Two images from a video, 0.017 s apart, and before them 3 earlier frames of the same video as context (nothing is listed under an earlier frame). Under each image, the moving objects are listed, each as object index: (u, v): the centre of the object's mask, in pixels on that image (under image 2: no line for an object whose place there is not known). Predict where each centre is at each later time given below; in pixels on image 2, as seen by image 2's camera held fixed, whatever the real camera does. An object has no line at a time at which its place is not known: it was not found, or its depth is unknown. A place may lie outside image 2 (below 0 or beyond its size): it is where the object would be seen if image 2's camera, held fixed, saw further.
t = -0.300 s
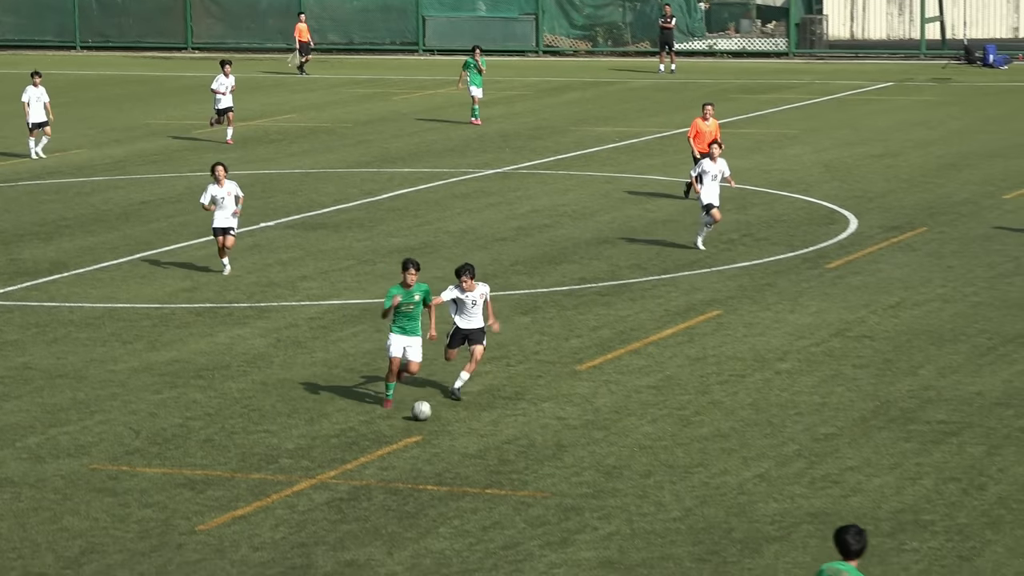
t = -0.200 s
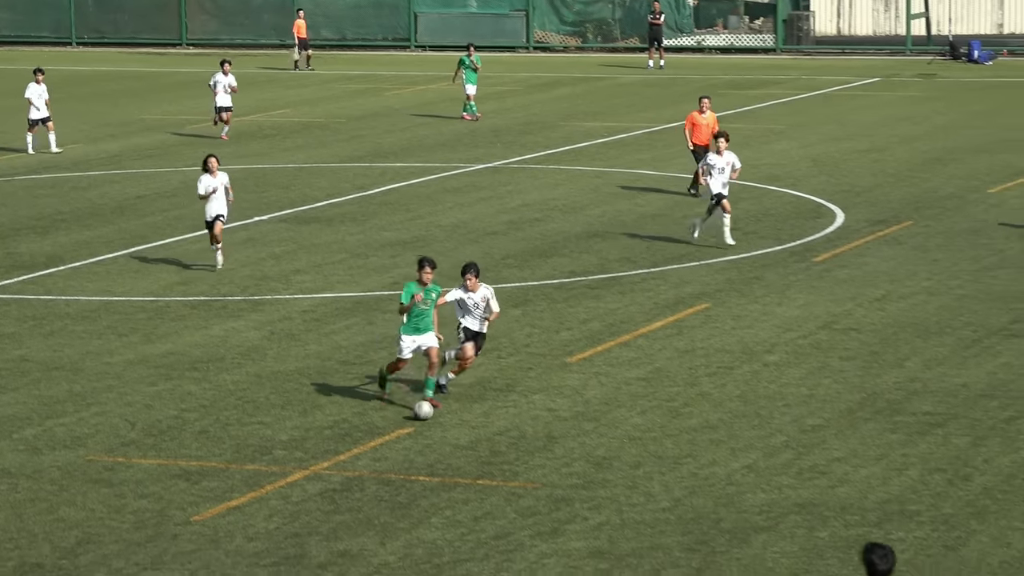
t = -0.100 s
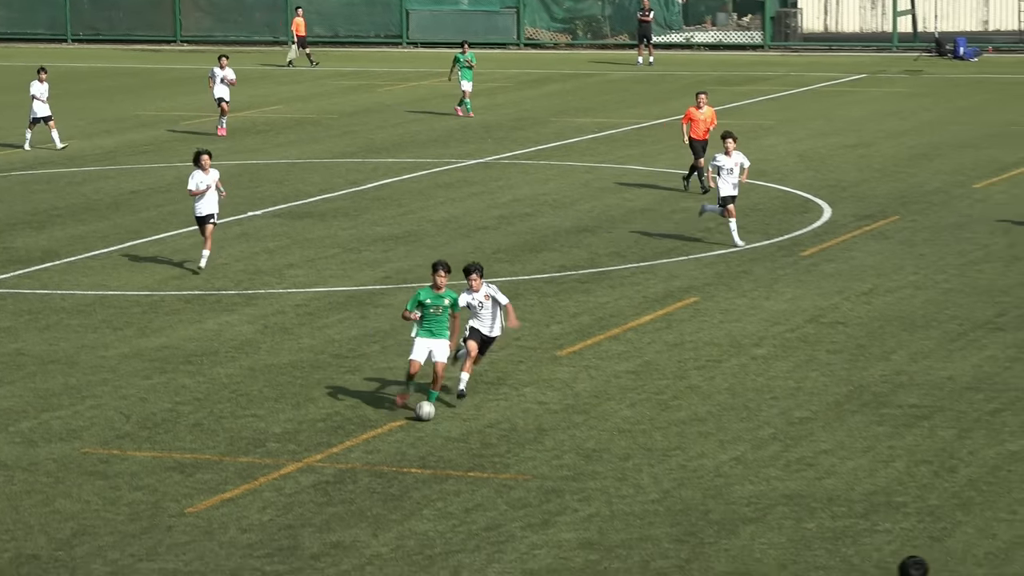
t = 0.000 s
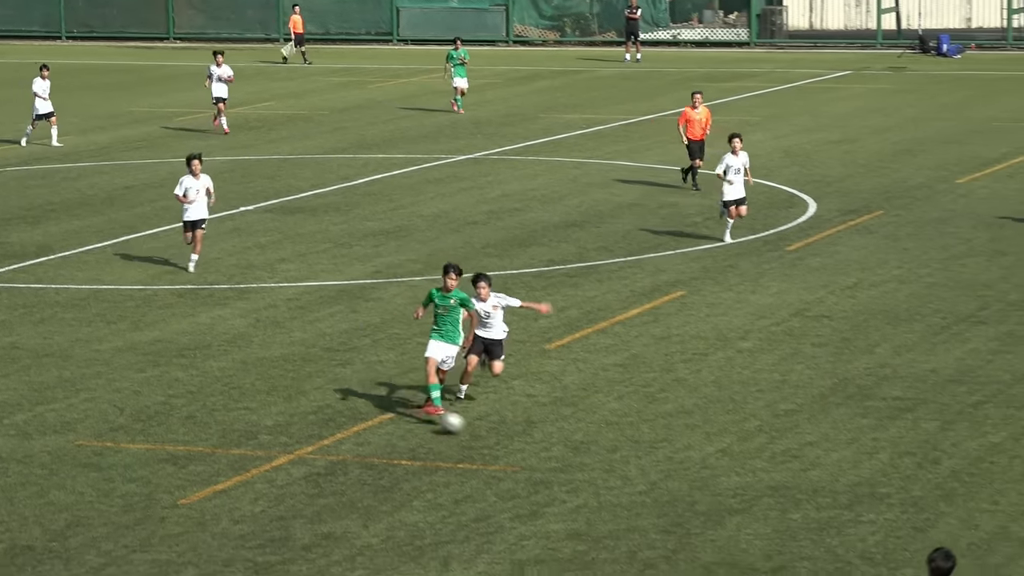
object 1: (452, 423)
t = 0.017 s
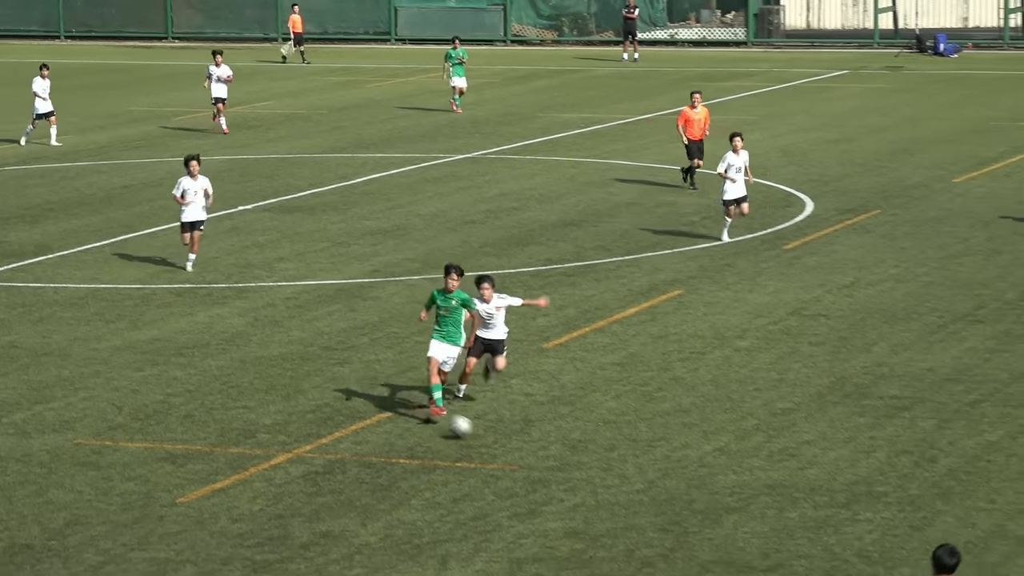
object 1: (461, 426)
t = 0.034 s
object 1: (473, 431)
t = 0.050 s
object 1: (483, 437)
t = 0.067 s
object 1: (494, 443)
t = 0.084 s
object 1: (507, 450)
